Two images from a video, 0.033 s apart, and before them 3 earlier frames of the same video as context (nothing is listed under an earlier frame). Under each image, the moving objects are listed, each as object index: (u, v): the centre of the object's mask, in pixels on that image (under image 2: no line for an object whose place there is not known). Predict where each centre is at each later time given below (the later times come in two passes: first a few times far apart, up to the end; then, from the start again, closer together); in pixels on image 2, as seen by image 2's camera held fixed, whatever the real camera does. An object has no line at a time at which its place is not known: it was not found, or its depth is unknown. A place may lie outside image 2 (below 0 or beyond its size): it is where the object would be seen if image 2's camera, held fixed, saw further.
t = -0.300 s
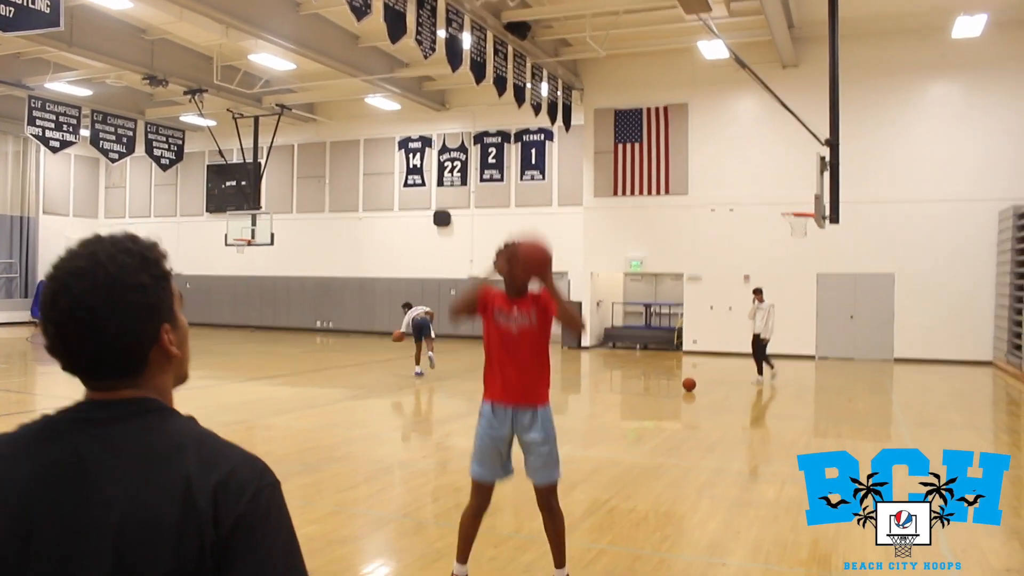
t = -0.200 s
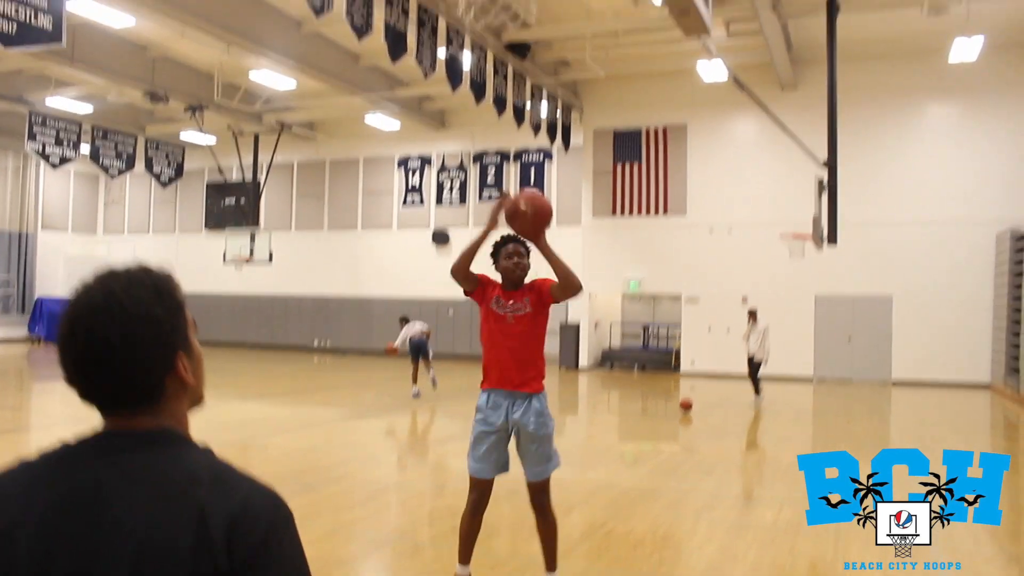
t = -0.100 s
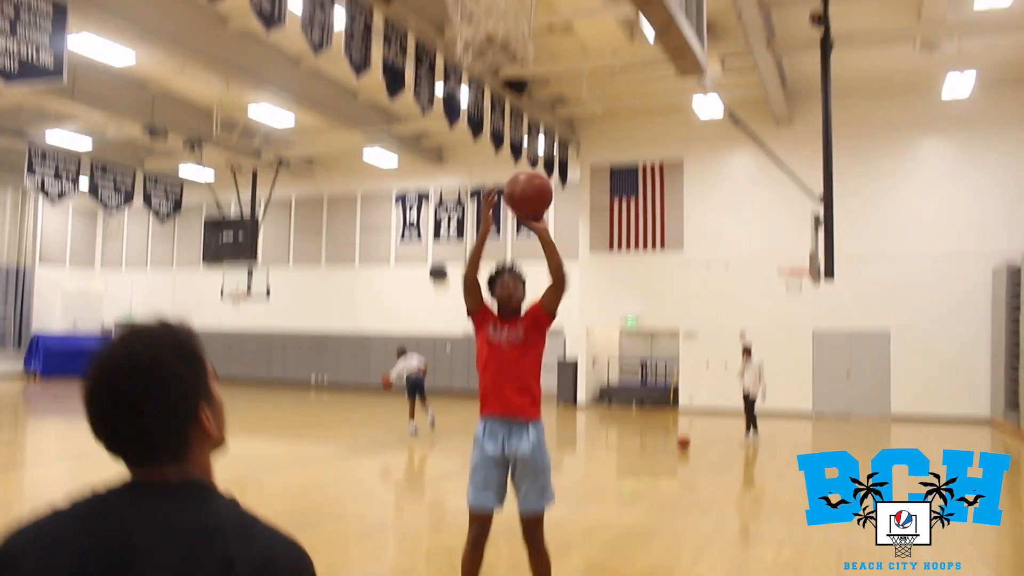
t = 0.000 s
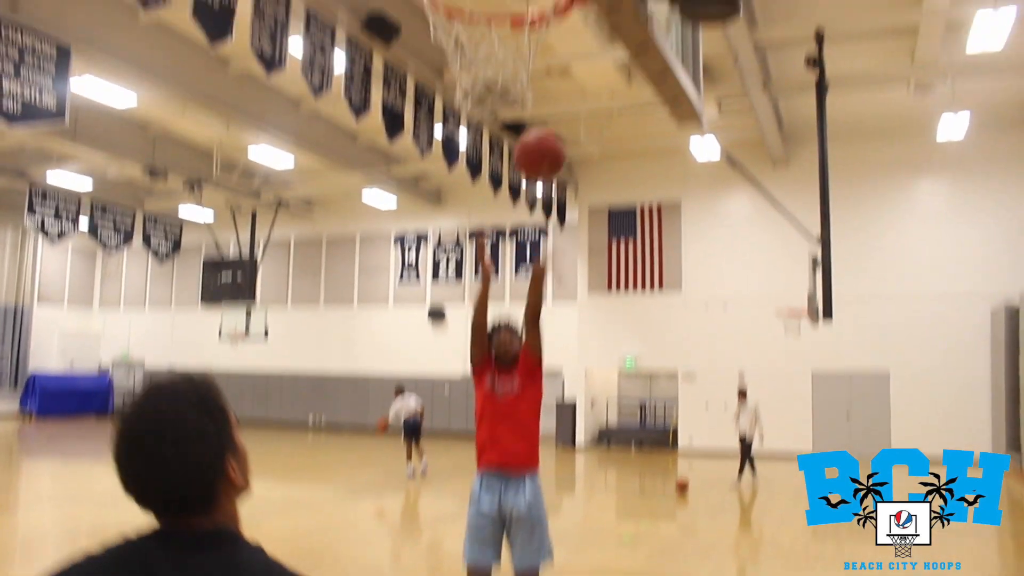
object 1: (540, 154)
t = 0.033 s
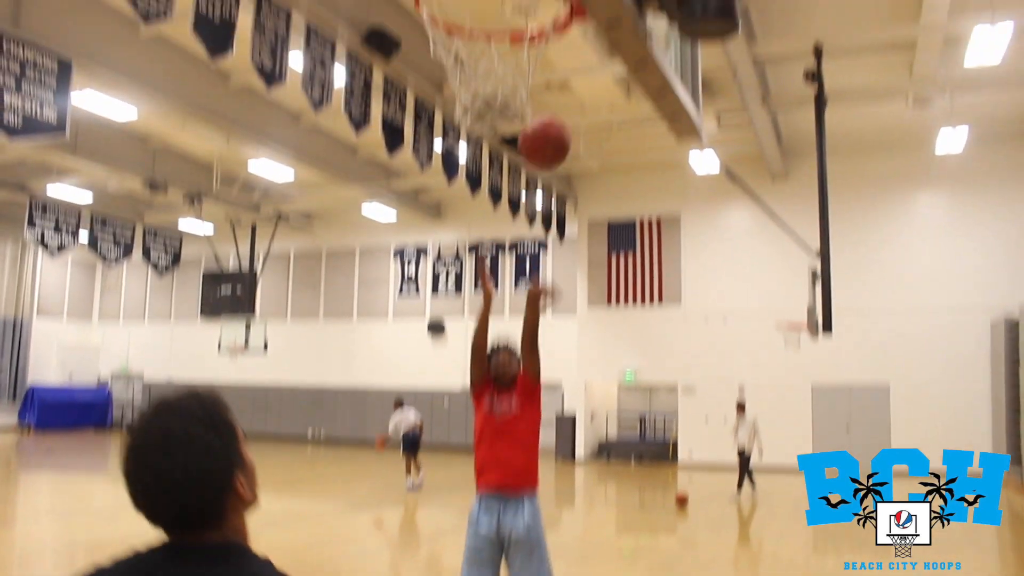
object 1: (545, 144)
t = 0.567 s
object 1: (474, 9)
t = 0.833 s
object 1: (441, 201)
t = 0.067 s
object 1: (550, 118)
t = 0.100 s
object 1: (553, 95)
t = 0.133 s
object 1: (558, 74)
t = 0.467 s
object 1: (522, -34)
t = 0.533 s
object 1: (496, -21)
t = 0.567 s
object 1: (474, 9)
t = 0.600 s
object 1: (451, 30)
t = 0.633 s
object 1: (438, 53)
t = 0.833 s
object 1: (441, 201)
